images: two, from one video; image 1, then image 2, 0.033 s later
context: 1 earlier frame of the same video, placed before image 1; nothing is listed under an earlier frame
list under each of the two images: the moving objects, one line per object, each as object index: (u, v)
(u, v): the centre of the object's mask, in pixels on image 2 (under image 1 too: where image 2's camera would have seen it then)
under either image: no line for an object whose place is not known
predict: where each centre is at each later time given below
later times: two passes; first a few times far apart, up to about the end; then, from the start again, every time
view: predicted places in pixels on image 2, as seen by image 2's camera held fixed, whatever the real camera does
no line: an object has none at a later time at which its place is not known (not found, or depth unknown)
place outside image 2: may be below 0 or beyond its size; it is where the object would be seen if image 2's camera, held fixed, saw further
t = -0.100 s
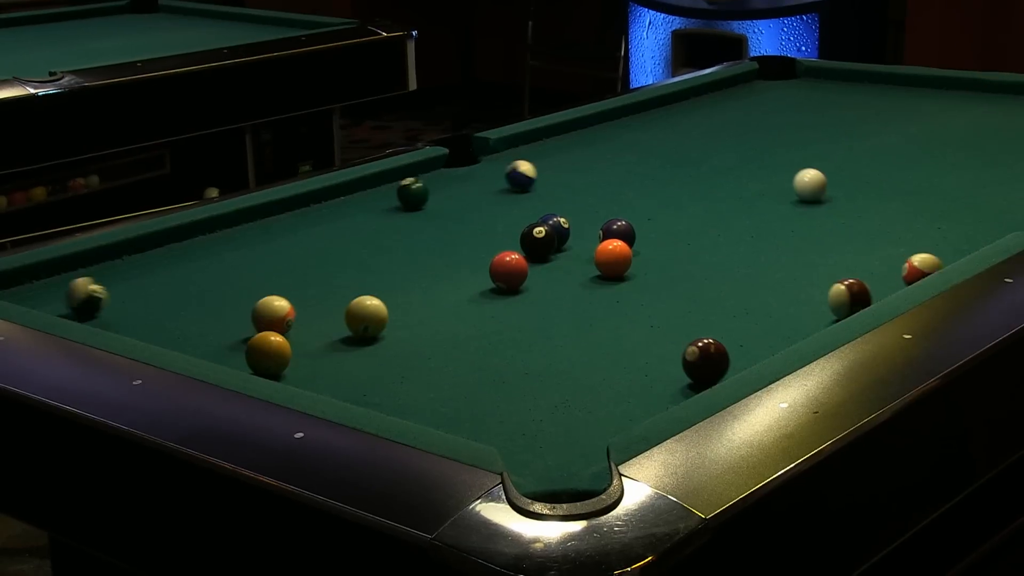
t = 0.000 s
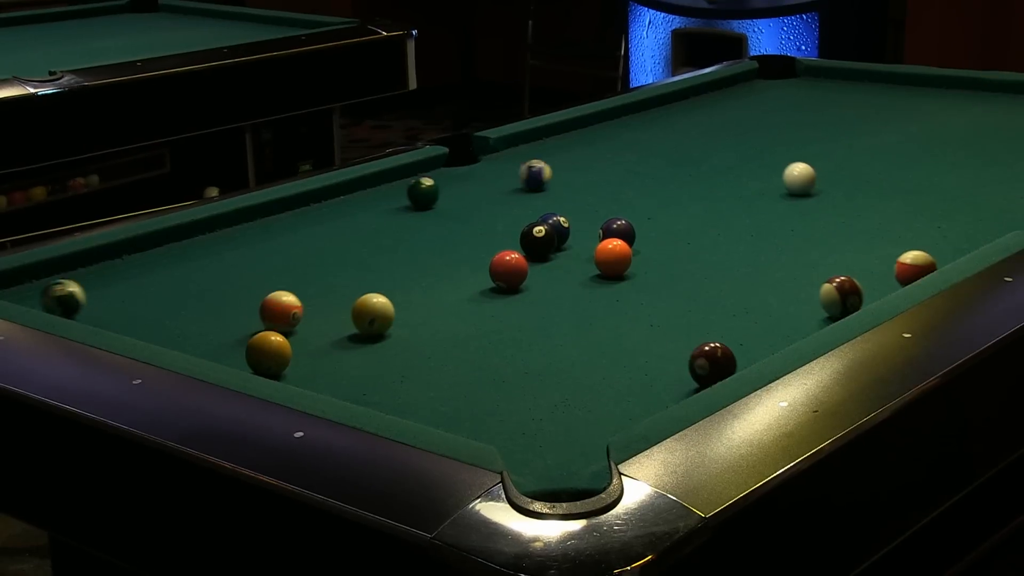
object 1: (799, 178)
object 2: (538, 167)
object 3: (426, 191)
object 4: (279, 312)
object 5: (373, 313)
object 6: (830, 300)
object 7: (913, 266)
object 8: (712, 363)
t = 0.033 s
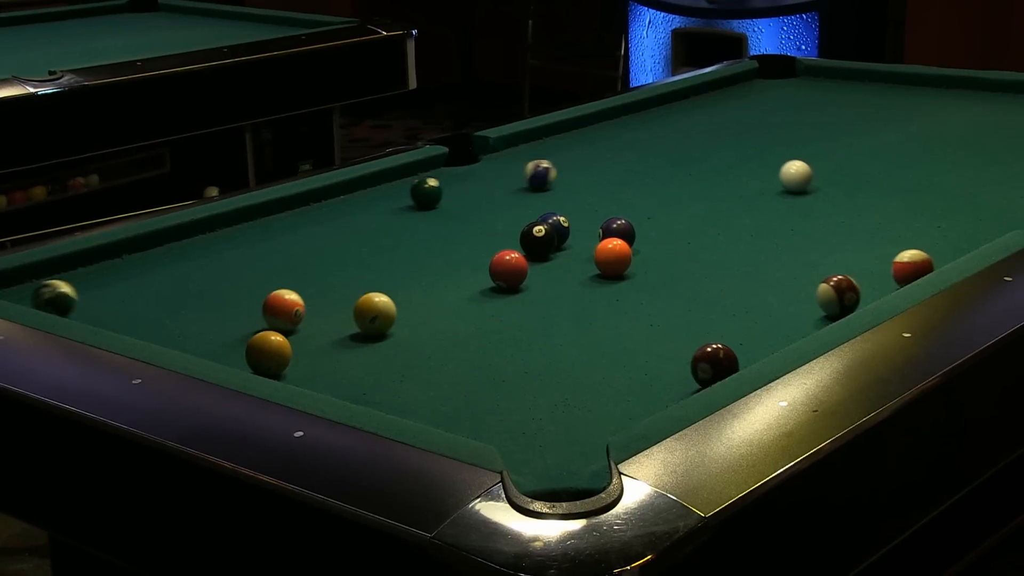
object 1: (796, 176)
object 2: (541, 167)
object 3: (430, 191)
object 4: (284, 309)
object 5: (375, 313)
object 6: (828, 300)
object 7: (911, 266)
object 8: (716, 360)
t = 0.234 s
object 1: (777, 166)
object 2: (571, 166)
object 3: (448, 192)
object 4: (306, 301)
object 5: (387, 308)
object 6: (817, 299)
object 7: (898, 266)
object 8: (718, 367)
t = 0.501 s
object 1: (755, 155)
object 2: (593, 164)
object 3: (467, 191)
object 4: (312, 298)
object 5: (396, 306)
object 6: (806, 297)
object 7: (883, 263)
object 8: (704, 370)
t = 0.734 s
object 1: (738, 147)
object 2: (625, 166)
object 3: (479, 191)
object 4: (320, 285)
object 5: (399, 306)
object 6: (801, 295)
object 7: (874, 262)
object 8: (696, 370)
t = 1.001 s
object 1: (722, 139)
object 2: (639, 168)
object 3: (487, 191)
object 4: (330, 277)
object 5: (397, 307)
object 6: (799, 295)
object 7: (869, 262)
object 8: (692, 369)
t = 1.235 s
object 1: (709, 133)
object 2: (655, 165)
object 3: (490, 191)
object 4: (336, 275)
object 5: (398, 306)
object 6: (799, 295)
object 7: (869, 262)
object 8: (694, 369)
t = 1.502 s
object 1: (697, 127)
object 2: (670, 165)
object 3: (490, 191)
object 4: (338, 275)
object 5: (399, 306)
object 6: (799, 295)
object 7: (869, 262)
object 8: (694, 370)
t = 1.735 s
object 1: (687, 123)
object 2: (675, 166)
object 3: (490, 190)
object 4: (338, 275)
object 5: (398, 307)
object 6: (799, 296)
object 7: (869, 262)
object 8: (694, 370)
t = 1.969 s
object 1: (680, 120)
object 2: (674, 166)
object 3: (490, 191)
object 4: (337, 274)
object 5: (398, 306)
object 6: (799, 296)
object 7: (869, 262)
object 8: (695, 369)
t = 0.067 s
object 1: (792, 175)
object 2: (543, 167)
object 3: (433, 191)
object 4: (287, 306)
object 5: (377, 312)
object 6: (825, 300)
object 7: (909, 266)
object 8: (717, 361)
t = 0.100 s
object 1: (789, 173)
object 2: (547, 167)
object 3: (436, 192)
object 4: (291, 302)
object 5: (379, 312)
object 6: (823, 299)
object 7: (906, 267)
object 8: (718, 362)
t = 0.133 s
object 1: (786, 171)
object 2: (554, 167)
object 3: (439, 192)
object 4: (296, 301)
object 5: (380, 312)
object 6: (821, 300)
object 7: (904, 267)
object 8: (719, 364)
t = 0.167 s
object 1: (782, 169)
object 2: (559, 166)
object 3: (442, 192)
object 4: (300, 300)
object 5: (384, 309)
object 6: (819, 299)
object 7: (902, 267)
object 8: (720, 366)
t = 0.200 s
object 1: (779, 168)
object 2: (565, 166)
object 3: (445, 192)
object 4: (303, 300)
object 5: (386, 309)
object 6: (818, 299)
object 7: (900, 267)
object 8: (720, 367)
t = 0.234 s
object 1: (777, 166)
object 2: (571, 166)
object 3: (448, 192)
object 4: (306, 301)
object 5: (387, 308)
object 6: (817, 299)
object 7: (898, 266)
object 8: (718, 367)
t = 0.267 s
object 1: (774, 165)
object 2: (577, 167)
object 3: (450, 191)
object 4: (308, 302)
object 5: (389, 308)
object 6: (815, 299)
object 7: (895, 266)
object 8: (716, 368)
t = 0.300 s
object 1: (771, 163)
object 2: (583, 169)
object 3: (453, 190)
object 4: (309, 302)
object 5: (390, 307)
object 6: (814, 299)
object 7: (893, 266)
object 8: (714, 368)
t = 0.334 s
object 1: (768, 162)
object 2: (588, 170)
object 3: (455, 190)
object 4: (310, 304)
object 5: (391, 307)
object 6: (812, 298)
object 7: (891, 265)
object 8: (712, 368)
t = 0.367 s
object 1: (765, 161)
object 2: (593, 172)
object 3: (458, 190)
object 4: (310, 304)
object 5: (392, 307)
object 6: (811, 298)
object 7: (889, 265)
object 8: (710, 369)
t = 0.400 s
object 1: (762, 159)
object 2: (576, 168)
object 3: (460, 191)
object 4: (311, 303)
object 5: (394, 307)
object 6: (810, 298)
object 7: (888, 265)
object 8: (709, 369)
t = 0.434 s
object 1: (760, 158)
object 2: (581, 167)
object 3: (462, 191)
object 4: (311, 302)
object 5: (395, 306)
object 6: (808, 297)
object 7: (886, 264)
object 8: (707, 369)
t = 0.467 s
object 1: (757, 157)
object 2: (587, 165)
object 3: (464, 191)
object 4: (311, 300)
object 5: (396, 306)
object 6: (807, 297)
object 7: (885, 264)
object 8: (706, 369)
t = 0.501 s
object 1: (755, 155)
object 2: (593, 164)
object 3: (467, 191)
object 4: (312, 298)
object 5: (396, 306)
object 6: (806, 297)
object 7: (883, 263)
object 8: (704, 370)
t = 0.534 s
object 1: (752, 154)
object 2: (598, 164)
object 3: (469, 191)
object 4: (313, 296)
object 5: (397, 306)
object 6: (805, 296)
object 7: (882, 263)
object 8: (703, 370)
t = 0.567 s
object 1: (750, 153)
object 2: (603, 164)
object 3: (471, 191)
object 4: (314, 294)
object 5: (398, 306)
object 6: (804, 296)
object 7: (880, 263)
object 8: (702, 370)
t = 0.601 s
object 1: (747, 151)
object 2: (609, 163)
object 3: (472, 191)
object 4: (315, 292)
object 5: (398, 306)
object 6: (803, 296)
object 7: (879, 263)
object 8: (701, 370)
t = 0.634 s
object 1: (745, 150)
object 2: (614, 164)
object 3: (474, 191)
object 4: (316, 290)
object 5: (399, 306)
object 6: (803, 296)
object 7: (878, 262)
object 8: (700, 370)
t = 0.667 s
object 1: (743, 149)
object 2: (619, 164)
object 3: (476, 191)
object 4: (317, 288)
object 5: (398, 307)
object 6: (802, 296)
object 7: (876, 262)
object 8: (698, 370)
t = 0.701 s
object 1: (740, 148)
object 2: (621, 166)
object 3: (477, 191)
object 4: (319, 287)
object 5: (398, 307)
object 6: (801, 295)
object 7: (875, 262)
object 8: (698, 369)
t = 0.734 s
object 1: (738, 147)
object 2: (625, 166)
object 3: (479, 191)
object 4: (320, 285)
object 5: (399, 306)
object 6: (801, 295)
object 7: (874, 262)
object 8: (696, 370)
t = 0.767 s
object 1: (736, 146)
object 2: (628, 167)
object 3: (480, 191)
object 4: (322, 282)
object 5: (399, 306)
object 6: (800, 295)
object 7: (873, 262)
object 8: (695, 369)
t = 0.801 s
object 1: (734, 145)
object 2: (632, 167)
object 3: (481, 191)
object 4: (323, 282)
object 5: (399, 306)
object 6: (800, 295)
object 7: (873, 262)
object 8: (694, 369)
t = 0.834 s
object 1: (732, 144)
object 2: (633, 167)
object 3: (482, 191)
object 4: (324, 280)
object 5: (398, 307)
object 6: (799, 295)
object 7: (872, 261)
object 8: (693, 369)
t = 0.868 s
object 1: (730, 143)
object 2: (636, 166)
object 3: (483, 191)
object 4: (325, 280)
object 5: (399, 306)
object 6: (799, 295)
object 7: (871, 262)
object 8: (693, 369)
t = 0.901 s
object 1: (728, 142)
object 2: (636, 165)
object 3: (484, 191)
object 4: (326, 279)
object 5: (398, 306)
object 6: (799, 295)
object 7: (870, 262)
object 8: (692, 369)
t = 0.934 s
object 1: (726, 140)
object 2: (639, 165)
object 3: (485, 191)
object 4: (328, 278)
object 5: (397, 307)
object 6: (799, 295)
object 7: (870, 262)
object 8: (692, 369)
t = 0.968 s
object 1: (724, 140)
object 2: (639, 165)
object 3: (486, 191)
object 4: (329, 278)
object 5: (397, 307)
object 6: (798, 295)
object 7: (869, 262)
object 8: (692, 370)
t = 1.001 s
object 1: (722, 139)
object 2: (639, 168)
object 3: (487, 191)
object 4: (330, 277)
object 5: (397, 307)
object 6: (799, 295)
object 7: (869, 262)
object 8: (692, 369)
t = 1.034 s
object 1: (720, 138)
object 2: (641, 166)
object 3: (488, 191)
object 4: (331, 277)
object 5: (398, 306)
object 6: (799, 295)
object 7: (869, 262)
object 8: (692, 370)
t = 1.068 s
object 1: (718, 137)
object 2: (644, 166)
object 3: (488, 191)
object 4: (332, 276)
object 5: (397, 307)
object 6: (799, 295)
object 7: (868, 262)
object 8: (693, 369)
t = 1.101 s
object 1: (716, 136)
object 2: (646, 166)
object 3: (489, 191)
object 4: (333, 276)
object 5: (398, 306)
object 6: (799, 296)
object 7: (868, 262)
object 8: (693, 369)
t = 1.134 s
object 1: (715, 135)
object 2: (648, 165)
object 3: (489, 191)
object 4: (334, 276)
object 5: (397, 307)
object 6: (799, 295)
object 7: (869, 262)
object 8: (693, 370)
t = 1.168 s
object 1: (713, 134)
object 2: (650, 165)
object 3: (490, 191)
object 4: (334, 275)
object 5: (397, 307)
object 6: (799, 295)
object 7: (869, 262)
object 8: (694, 369)
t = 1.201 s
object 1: (711, 134)
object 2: (654, 166)
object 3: (490, 191)
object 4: (335, 275)
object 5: (398, 307)
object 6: (799, 295)
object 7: (869, 262)
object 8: (694, 369)
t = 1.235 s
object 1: (709, 133)
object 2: (655, 165)
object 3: (490, 191)
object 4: (336, 275)
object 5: (398, 306)
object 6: (799, 295)
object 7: (869, 262)
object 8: (694, 369)
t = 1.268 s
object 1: (708, 132)
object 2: (658, 165)
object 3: (490, 191)
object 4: (337, 275)
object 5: (398, 306)
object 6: (799, 296)
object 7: (869, 262)
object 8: (694, 369)
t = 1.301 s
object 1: (706, 131)
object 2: (660, 165)
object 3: (490, 191)
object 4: (337, 274)
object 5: (398, 307)
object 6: (799, 295)
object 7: (869, 262)
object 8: (694, 370)
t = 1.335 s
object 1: (705, 131)
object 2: (662, 165)
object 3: (490, 191)
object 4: (337, 275)
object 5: (398, 307)
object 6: (799, 296)
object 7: (869, 262)
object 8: (695, 370)
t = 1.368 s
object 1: (703, 130)
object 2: (664, 165)
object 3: (490, 191)
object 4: (337, 274)
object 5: (398, 306)
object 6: (799, 296)
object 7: (869, 262)
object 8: (694, 370)
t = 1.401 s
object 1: (701, 129)
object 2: (665, 165)
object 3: (490, 191)
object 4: (337, 274)
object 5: (398, 307)
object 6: (799, 295)
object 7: (869, 262)
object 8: (694, 370)
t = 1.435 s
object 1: (700, 129)
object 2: (667, 165)
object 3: (490, 191)
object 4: (337, 275)
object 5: (398, 307)
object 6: (799, 295)
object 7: (869, 262)
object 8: (695, 369)
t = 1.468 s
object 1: (698, 128)
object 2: (668, 165)
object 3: (490, 191)
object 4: (338, 275)
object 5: (398, 307)
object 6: (799, 295)
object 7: (869, 262)
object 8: (694, 370)
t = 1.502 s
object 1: (697, 127)
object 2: (670, 165)
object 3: (490, 191)
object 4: (338, 275)
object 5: (399, 306)
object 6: (799, 295)
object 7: (869, 262)
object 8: (694, 370)
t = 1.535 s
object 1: (695, 127)
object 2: (671, 166)
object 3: (490, 191)
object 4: (338, 275)
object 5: (398, 307)
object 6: (799, 295)
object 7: (869, 262)
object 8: (694, 370)
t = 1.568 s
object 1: (694, 126)
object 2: (672, 166)
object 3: (490, 191)
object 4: (337, 275)
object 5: (399, 306)
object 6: (799, 295)
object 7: (869, 262)
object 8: (694, 370)
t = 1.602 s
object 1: (692, 126)
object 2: (673, 166)
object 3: (490, 191)
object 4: (337, 275)
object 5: (397, 307)
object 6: (799, 296)
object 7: (869, 262)
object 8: (694, 370)
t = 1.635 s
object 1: (691, 125)
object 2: (674, 166)
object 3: (490, 191)
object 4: (338, 275)
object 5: (398, 307)
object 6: (799, 296)
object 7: (869, 262)
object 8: (694, 370)
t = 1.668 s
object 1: (690, 125)
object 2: (675, 166)
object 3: (490, 191)
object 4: (337, 274)
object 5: (398, 307)
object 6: (799, 296)
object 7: (869, 262)
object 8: (694, 370)
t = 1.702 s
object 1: (689, 124)
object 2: (675, 166)
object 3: (490, 191)
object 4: (337, 274)
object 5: (398, 307)
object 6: (799, 296)
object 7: (869, 262)
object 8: (694, 370)
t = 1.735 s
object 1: (687, 123)
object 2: (675, 166)
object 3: (490, 190)
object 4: (338, 275)
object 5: (398, 307)
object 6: (799, 296)
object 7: (869, 262)
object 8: (694, 370)
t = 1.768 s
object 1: (686, 123)
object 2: (675, 166)
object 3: (490, 191)
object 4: (338, 275)
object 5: (398, 307)
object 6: (799, 296)
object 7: (869, 262)
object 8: (694, 370)
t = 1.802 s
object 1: (685, 123)
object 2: (675, 166)
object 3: (490, 190)
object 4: (337, 274)
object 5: (398, 307)
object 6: (799, 296)
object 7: (869, 262)
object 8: (694, 370)
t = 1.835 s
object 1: (684, 122)
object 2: (675, 166)
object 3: (490, 191)
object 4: (337, 274)
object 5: (398, 307)
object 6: (799, 296)
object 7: (869, 262)
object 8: (695, 370)
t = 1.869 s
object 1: (683, 121)
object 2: (675, 166)
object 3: (490, 191)
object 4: (337, 274)
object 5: (398, 307)
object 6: (799, 296)
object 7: (869, 262)
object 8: (694, 369)
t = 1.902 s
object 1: (682, 121)
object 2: (675, 166)
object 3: (490, 191)
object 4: (337, 274)
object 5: (398, 307)
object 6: (799, 296)
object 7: (869, 262)
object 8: (695, 369)
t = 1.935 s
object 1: (681, 121)
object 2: (675, 166)
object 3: (490, 191)
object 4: (337, 274)
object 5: (398, 307)
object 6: (799, 295)
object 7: (869, 262)
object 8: (694, 369)
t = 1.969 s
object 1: (680, 120)
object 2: (674, 166)
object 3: (490, 191)
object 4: (337, 274)
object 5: (398, 306)
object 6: (799, 296)
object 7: (869, 262)
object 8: (695, 369)
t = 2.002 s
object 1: (678, 120)
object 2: (674, 166)
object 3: (490, 191)
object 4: (335, 273)
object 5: (398, 306)
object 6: (799, 296)
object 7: (869, 262)
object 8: (695, 369)
